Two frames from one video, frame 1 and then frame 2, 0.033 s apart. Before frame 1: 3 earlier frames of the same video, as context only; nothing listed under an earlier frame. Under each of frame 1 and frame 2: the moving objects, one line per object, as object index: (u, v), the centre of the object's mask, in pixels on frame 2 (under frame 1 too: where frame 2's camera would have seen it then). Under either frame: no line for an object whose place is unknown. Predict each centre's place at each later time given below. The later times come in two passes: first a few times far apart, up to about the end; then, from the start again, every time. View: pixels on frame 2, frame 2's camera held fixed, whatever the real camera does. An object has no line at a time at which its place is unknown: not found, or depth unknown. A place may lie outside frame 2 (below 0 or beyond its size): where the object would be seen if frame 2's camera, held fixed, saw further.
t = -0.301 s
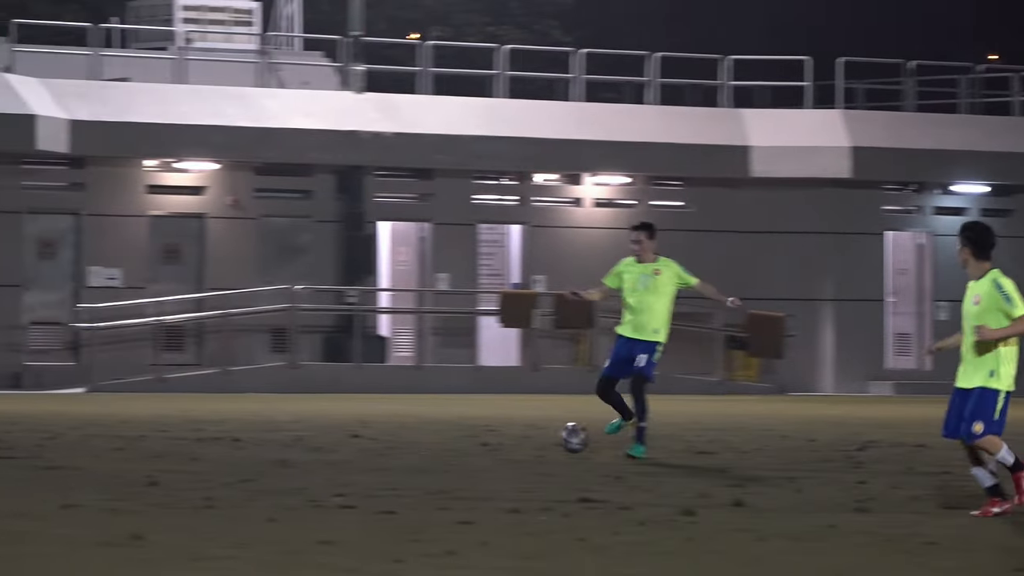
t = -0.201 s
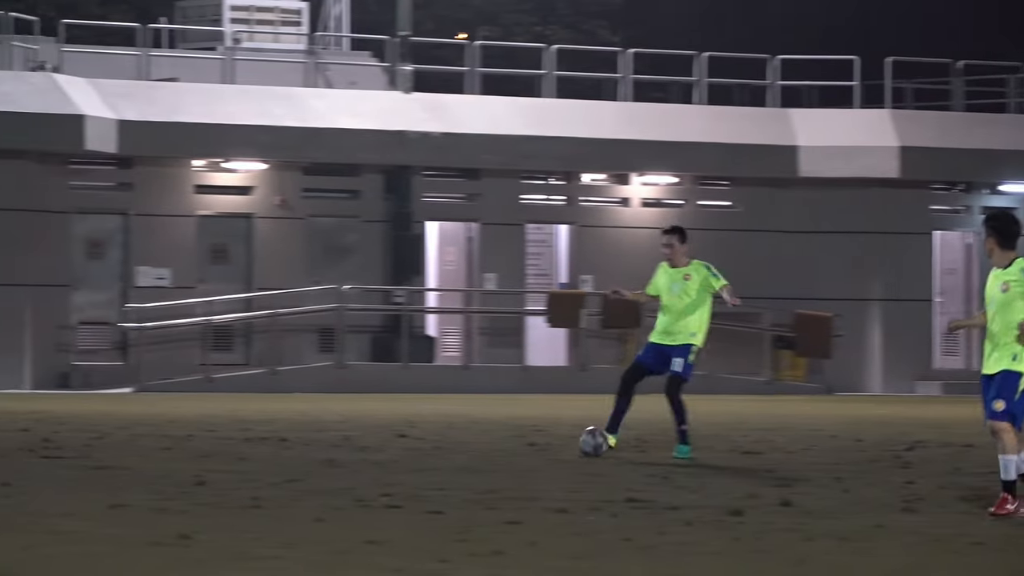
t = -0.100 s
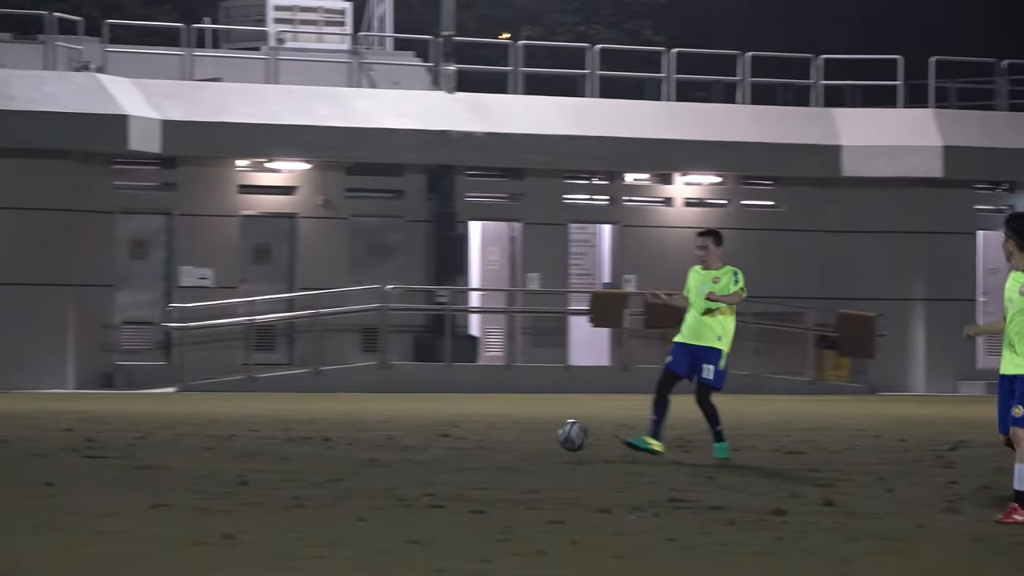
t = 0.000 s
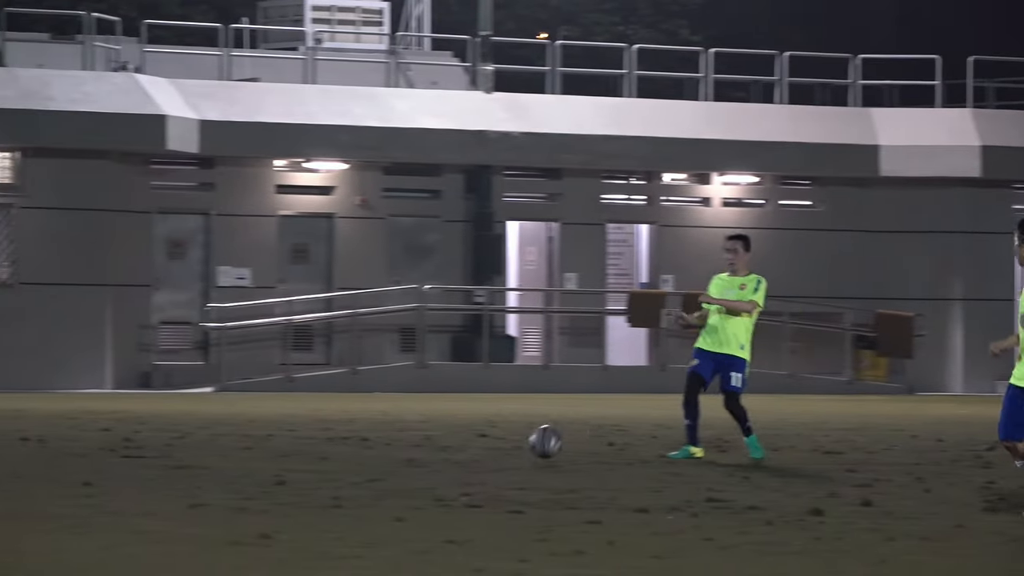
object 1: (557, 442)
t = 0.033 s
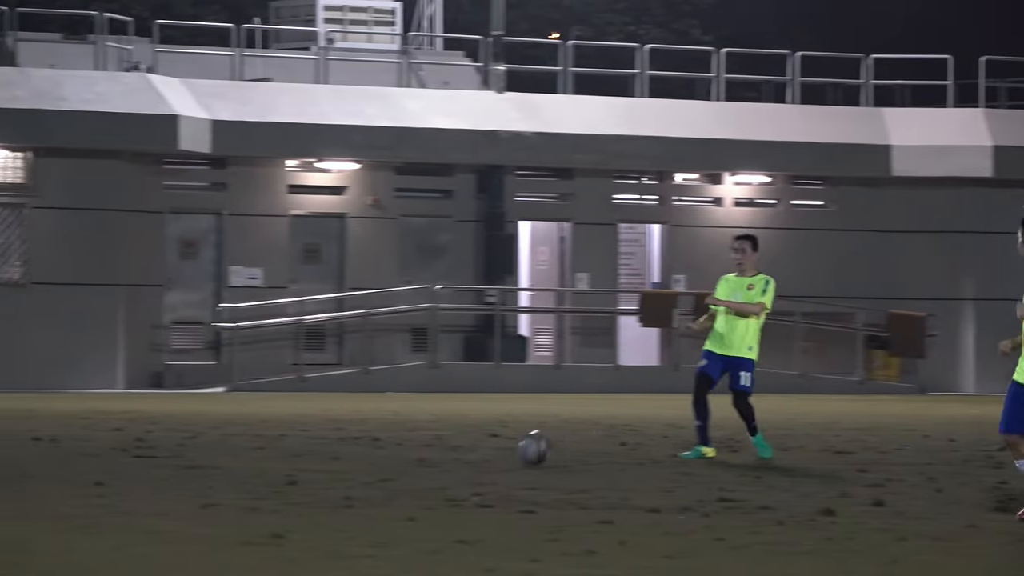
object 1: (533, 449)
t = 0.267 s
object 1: (394, 458)
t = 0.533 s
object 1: (254, 467)
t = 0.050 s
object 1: (523, 451)
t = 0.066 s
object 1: (514, 450)
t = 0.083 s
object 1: (504, 447)
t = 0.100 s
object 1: (493, 446)
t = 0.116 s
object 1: (484, 445)
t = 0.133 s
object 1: (474, 445)
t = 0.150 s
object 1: (465, 445)
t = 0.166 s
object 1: (454, 445)
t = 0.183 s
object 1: (445, 446)
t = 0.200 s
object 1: (433, 448)
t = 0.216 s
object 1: (424, 449)
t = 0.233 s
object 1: (415, 452)
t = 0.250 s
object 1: (404, 455)
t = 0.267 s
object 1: (394, 458)
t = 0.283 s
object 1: (384, 459)
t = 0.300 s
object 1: (376, 457)
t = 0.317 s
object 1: (367, 455)
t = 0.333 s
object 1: (359, 453)
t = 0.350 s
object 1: (350, 451)
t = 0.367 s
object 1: (341, 451)
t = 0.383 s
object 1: (333, 450)
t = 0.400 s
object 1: (325, 450)
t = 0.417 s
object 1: (315, 451)
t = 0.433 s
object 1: (306, 452)
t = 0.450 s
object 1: (297, 454)
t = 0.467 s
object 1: (288, 457)
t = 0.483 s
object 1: (279, 460)
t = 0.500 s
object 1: (270, 463)
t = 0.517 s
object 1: (262, 467)
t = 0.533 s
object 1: (254, 467)
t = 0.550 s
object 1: (243, 465)
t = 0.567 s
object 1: (235, 463)
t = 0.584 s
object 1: (226, 462)
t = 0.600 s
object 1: (218, 461)
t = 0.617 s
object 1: (209, 460)
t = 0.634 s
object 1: (199, 461)
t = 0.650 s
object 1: (191, 461)
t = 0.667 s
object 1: (181, 463)
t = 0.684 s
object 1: (172, 464)
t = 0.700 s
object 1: (162, 467)
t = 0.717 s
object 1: (153, 469)
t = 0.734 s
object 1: (145, 473)
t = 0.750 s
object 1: (135, 477)
